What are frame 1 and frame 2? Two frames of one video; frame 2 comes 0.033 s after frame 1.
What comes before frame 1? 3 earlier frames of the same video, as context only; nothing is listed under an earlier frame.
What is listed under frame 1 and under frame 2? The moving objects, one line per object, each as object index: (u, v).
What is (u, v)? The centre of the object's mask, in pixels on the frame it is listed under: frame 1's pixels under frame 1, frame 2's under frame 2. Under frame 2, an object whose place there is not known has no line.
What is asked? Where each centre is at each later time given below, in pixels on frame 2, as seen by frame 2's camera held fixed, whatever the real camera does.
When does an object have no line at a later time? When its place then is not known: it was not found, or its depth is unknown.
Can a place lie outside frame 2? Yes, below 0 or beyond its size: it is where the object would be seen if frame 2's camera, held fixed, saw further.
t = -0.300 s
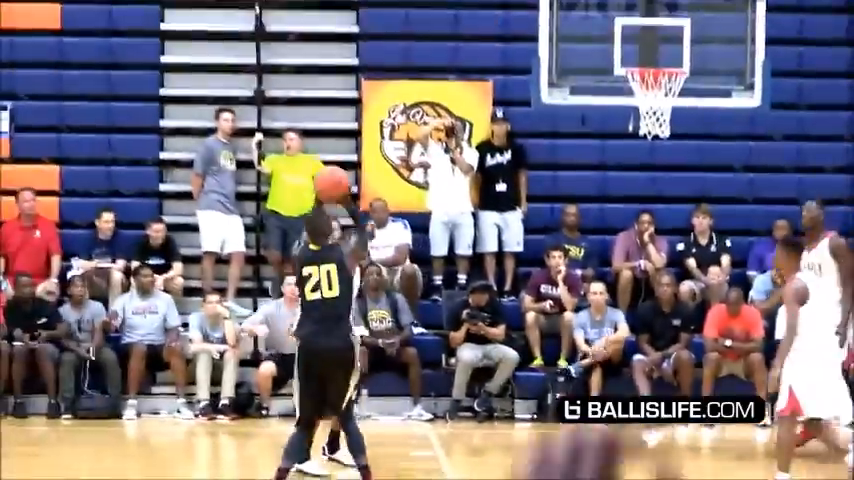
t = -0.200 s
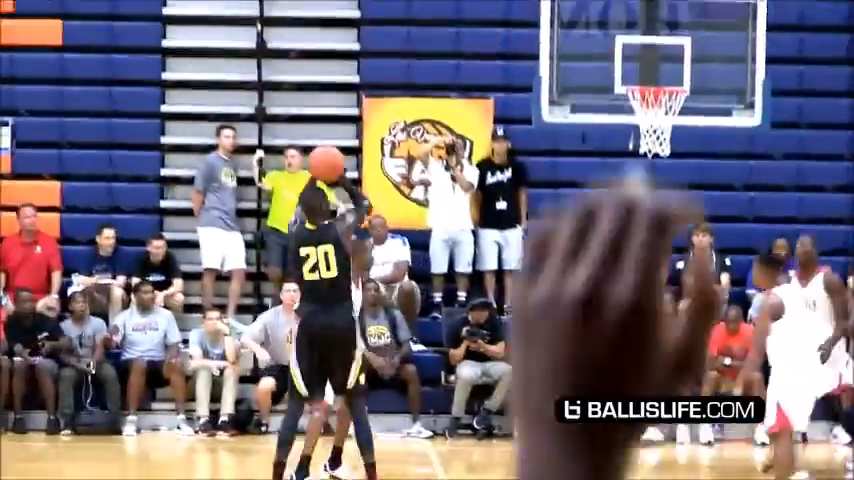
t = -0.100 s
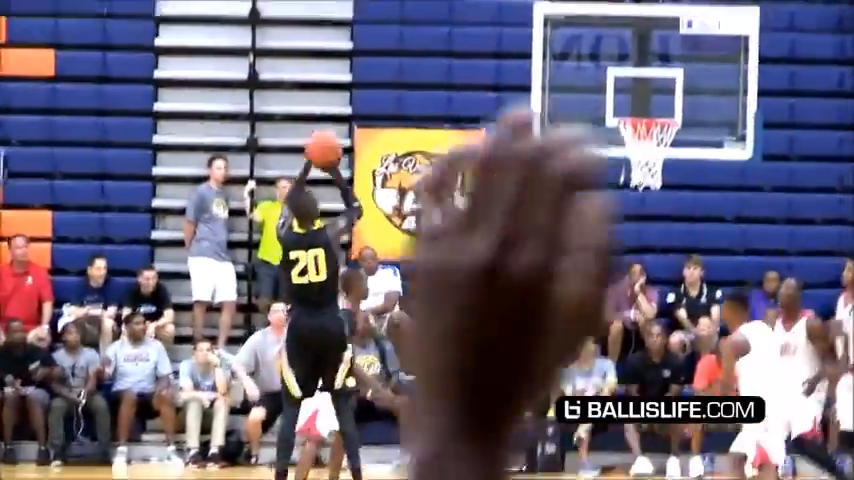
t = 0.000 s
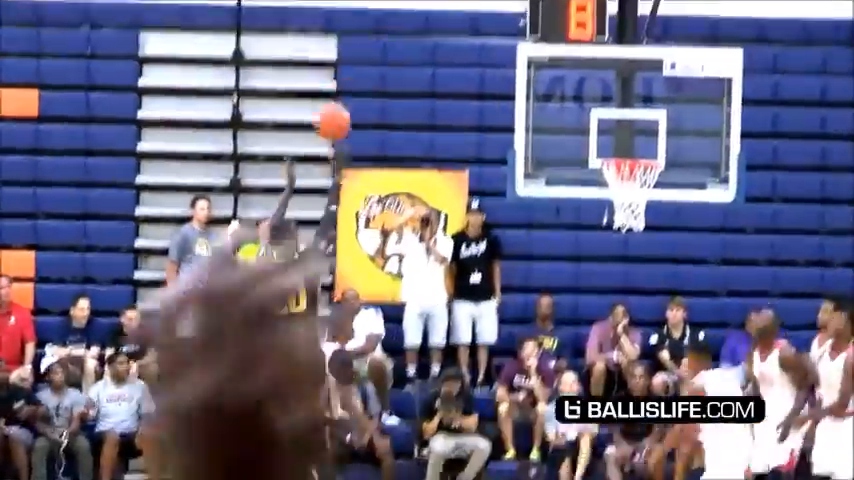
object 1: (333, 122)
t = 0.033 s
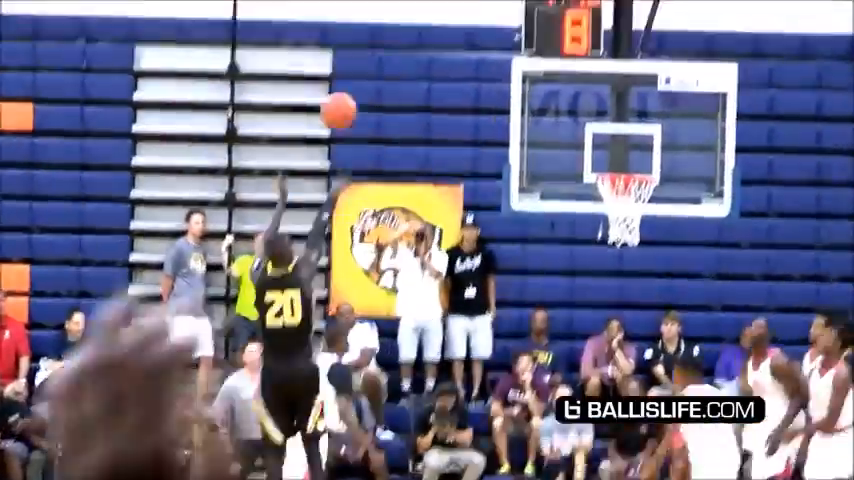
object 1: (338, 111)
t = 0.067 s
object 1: (351, 87)
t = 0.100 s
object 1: (363, 66)
